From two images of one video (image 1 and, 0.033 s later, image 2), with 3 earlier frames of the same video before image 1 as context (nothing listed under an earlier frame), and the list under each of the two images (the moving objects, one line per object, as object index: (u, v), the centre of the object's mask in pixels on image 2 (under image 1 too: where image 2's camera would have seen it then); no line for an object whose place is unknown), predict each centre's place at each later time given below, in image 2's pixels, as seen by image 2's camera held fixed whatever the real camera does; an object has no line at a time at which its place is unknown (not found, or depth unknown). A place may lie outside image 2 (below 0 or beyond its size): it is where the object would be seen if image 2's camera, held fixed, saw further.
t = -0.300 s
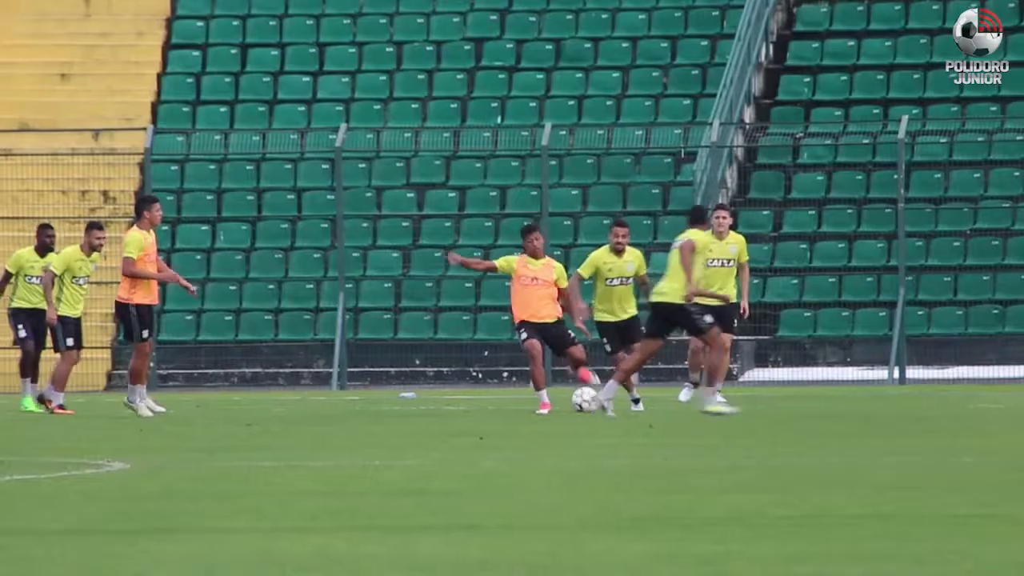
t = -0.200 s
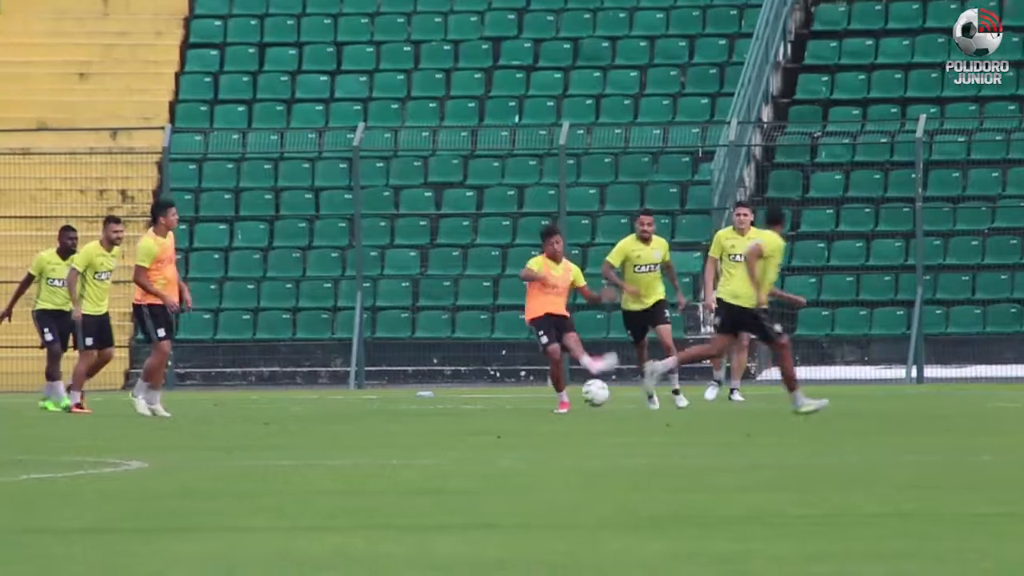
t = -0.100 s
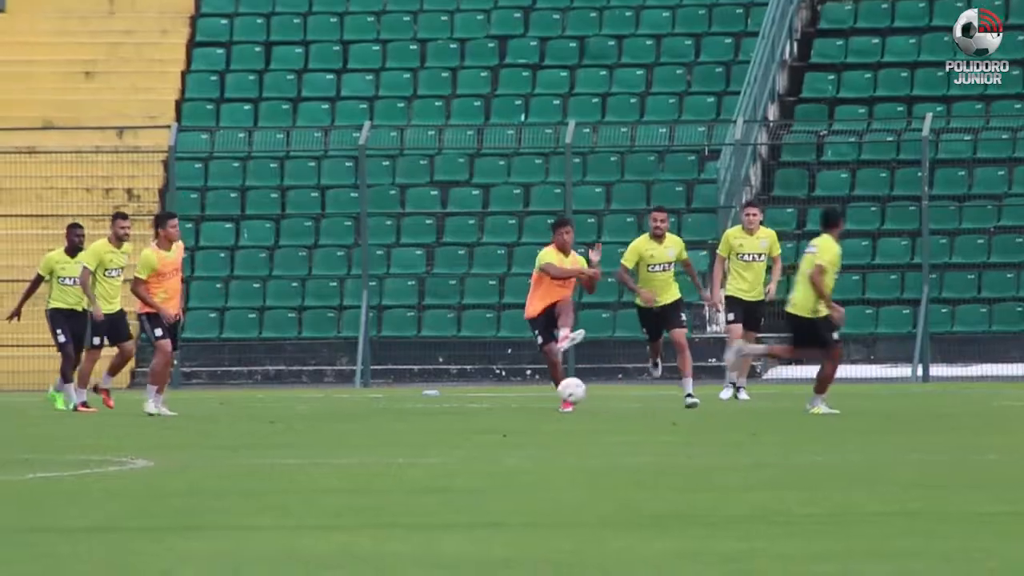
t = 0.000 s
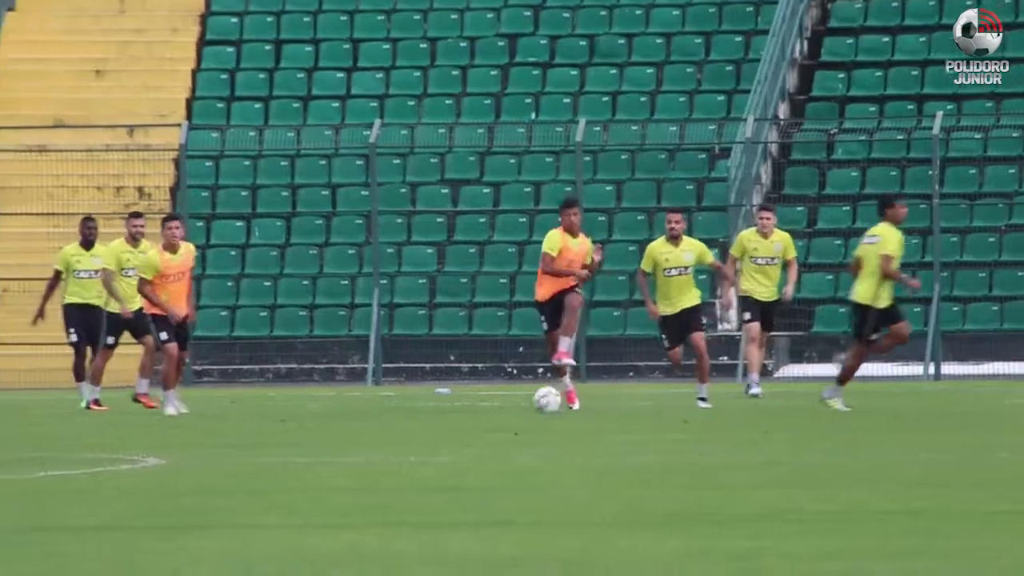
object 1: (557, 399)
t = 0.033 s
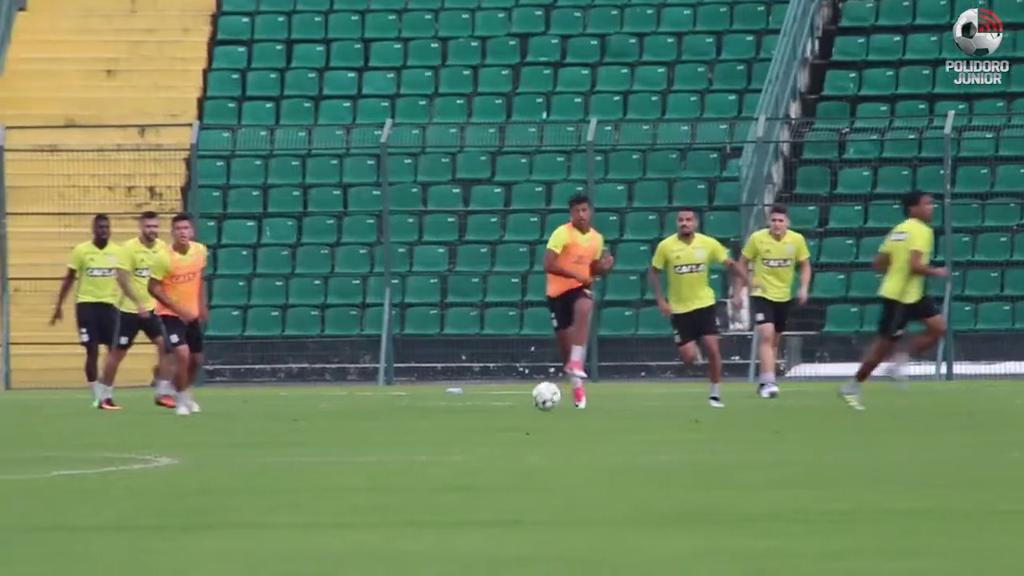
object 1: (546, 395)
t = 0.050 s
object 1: (540, 394)
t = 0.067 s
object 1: (534, 392)
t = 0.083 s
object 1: (529, 392)
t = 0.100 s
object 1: (522, 392)
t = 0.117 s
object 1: (515, 392)
